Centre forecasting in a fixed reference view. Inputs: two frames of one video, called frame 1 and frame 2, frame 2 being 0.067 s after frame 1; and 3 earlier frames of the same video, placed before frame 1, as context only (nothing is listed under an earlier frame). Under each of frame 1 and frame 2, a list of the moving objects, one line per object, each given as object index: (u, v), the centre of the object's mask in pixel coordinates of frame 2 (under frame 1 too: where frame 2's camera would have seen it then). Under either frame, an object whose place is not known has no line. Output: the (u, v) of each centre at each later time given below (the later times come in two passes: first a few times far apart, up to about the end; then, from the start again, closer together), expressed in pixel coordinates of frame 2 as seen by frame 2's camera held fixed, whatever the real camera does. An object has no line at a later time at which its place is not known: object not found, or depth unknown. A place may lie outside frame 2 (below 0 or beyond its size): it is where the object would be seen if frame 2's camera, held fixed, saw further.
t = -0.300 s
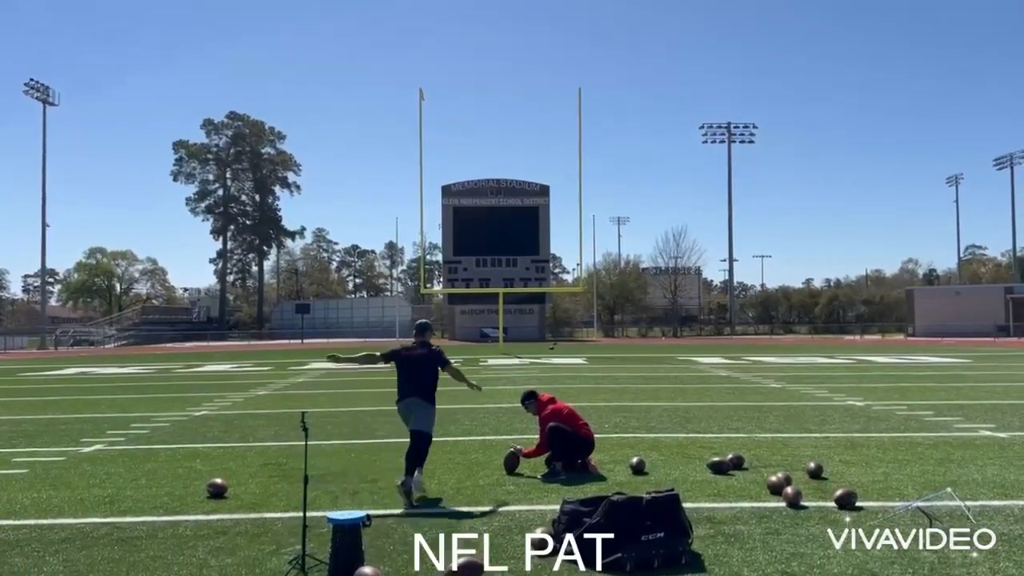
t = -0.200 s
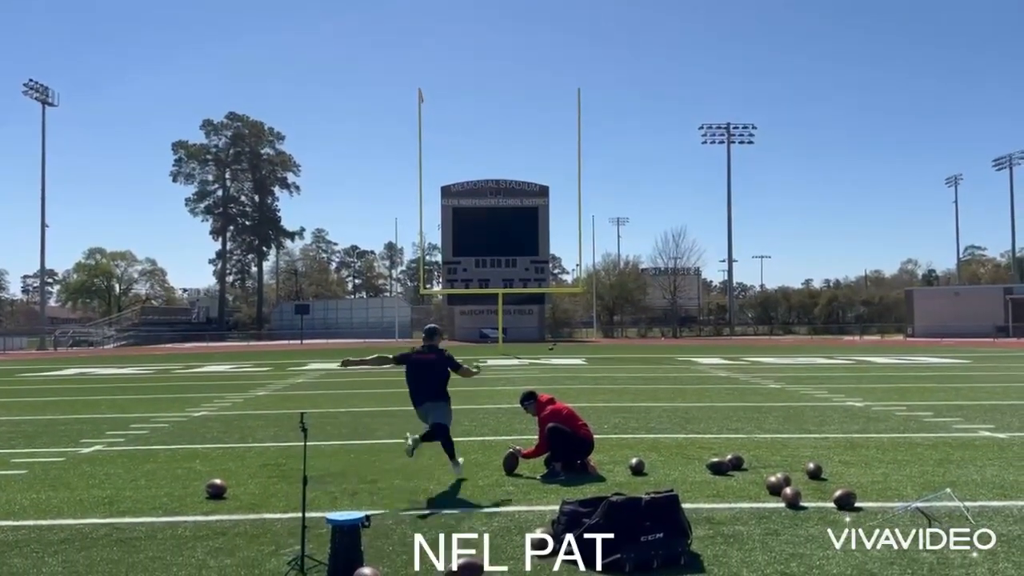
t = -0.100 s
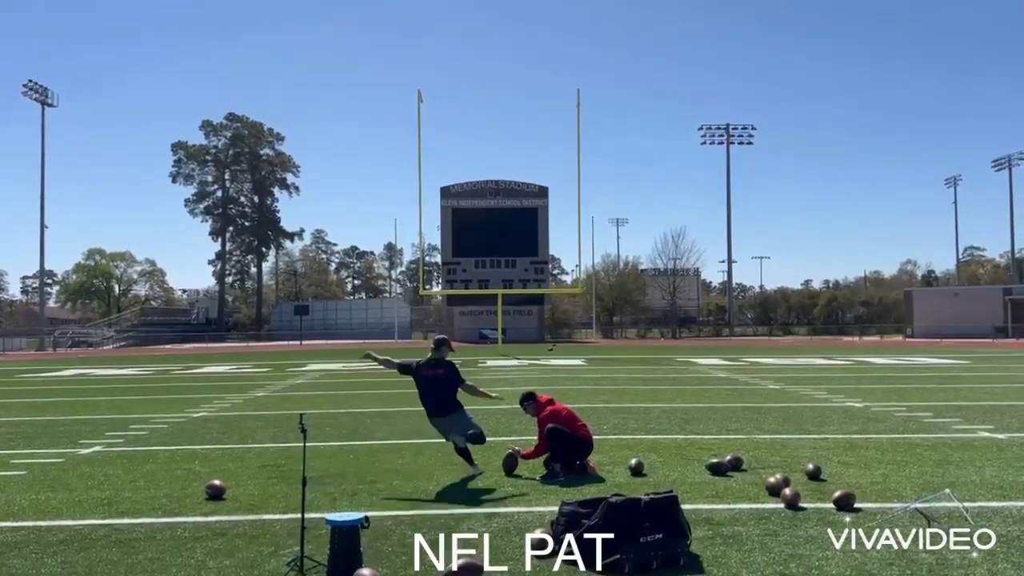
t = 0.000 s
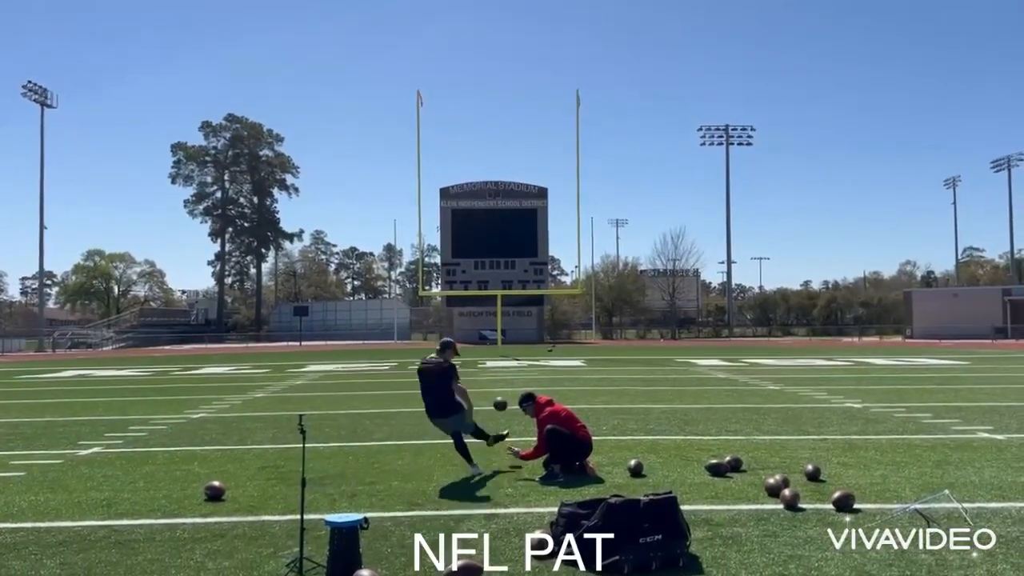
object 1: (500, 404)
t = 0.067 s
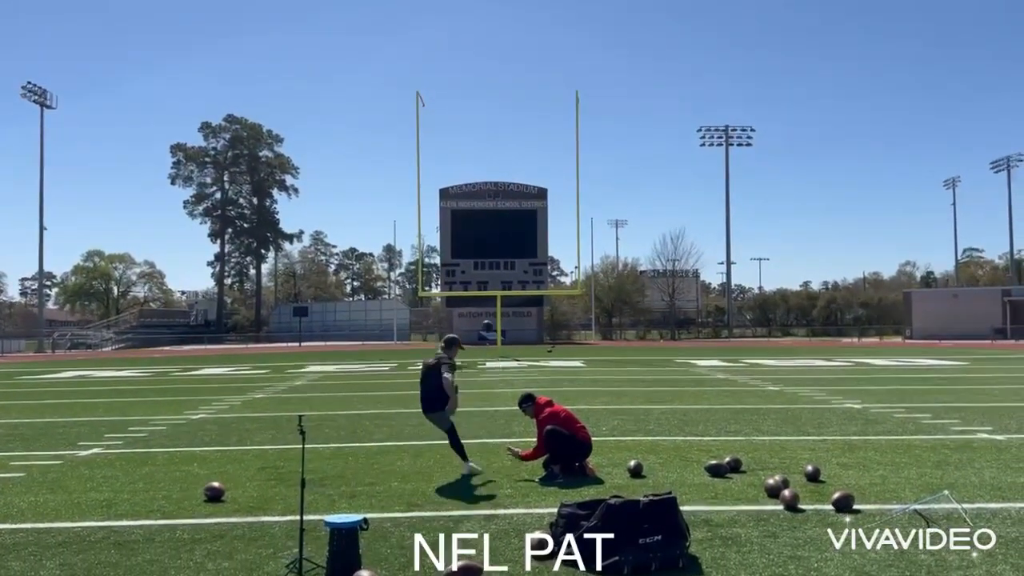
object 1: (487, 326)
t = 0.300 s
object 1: (468, 185)
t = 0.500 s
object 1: (465, 133)
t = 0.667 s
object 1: (468, 112)
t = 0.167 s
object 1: (475, 249)
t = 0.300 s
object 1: (468, 185)
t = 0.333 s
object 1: (467, 173)
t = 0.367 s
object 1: (466, 162)
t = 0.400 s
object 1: (466, 154)
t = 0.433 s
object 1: (465, 145)
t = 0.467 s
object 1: (465, 139)
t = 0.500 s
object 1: (465, 133)
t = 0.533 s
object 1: (465, 127)
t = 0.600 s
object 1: (466, 119)
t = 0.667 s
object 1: (468, 112)
